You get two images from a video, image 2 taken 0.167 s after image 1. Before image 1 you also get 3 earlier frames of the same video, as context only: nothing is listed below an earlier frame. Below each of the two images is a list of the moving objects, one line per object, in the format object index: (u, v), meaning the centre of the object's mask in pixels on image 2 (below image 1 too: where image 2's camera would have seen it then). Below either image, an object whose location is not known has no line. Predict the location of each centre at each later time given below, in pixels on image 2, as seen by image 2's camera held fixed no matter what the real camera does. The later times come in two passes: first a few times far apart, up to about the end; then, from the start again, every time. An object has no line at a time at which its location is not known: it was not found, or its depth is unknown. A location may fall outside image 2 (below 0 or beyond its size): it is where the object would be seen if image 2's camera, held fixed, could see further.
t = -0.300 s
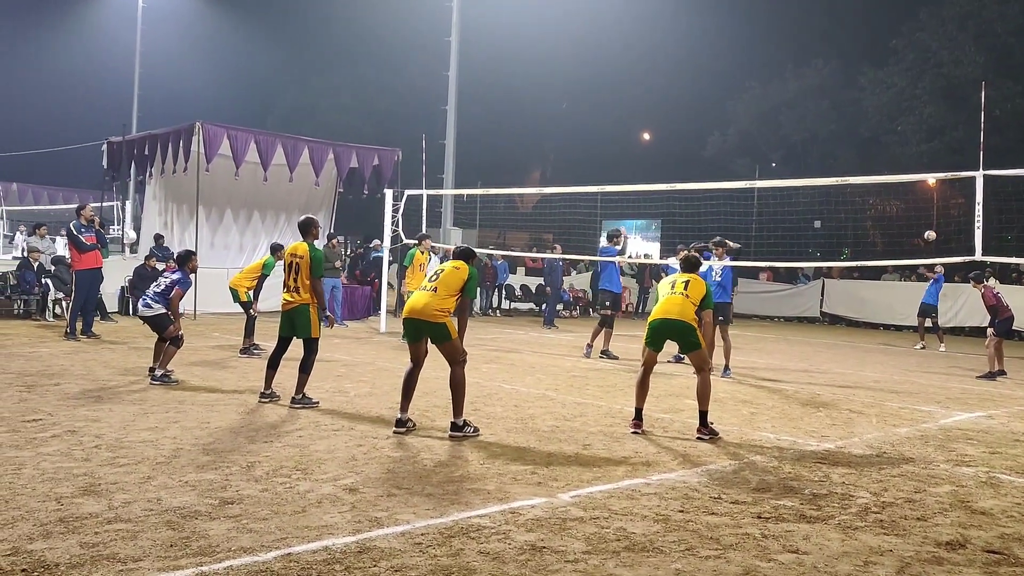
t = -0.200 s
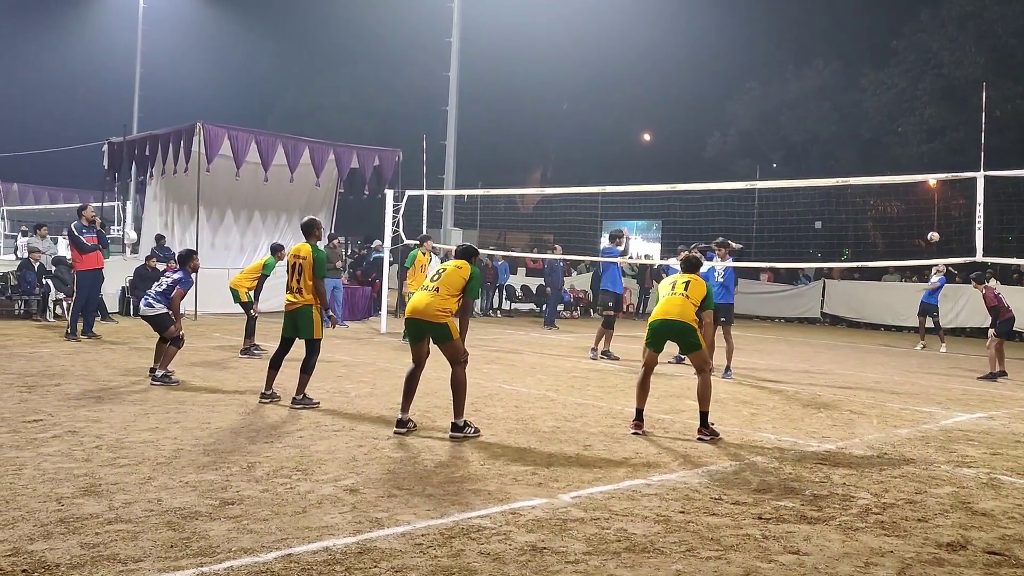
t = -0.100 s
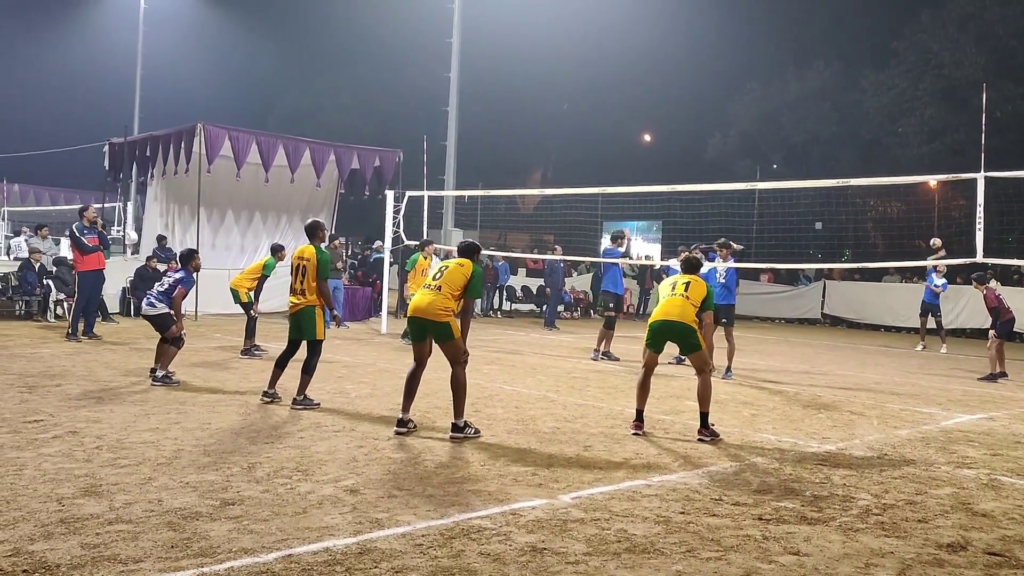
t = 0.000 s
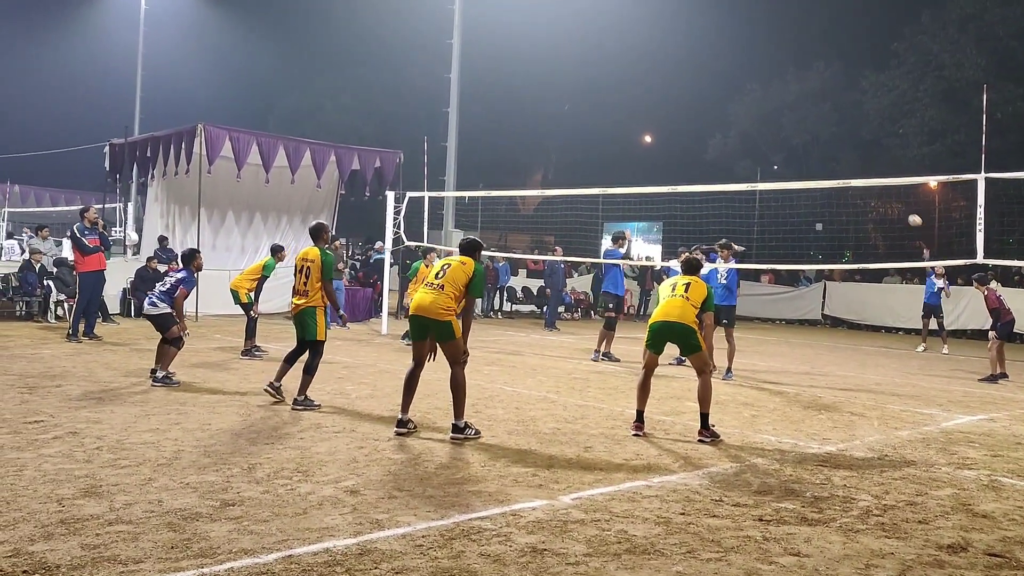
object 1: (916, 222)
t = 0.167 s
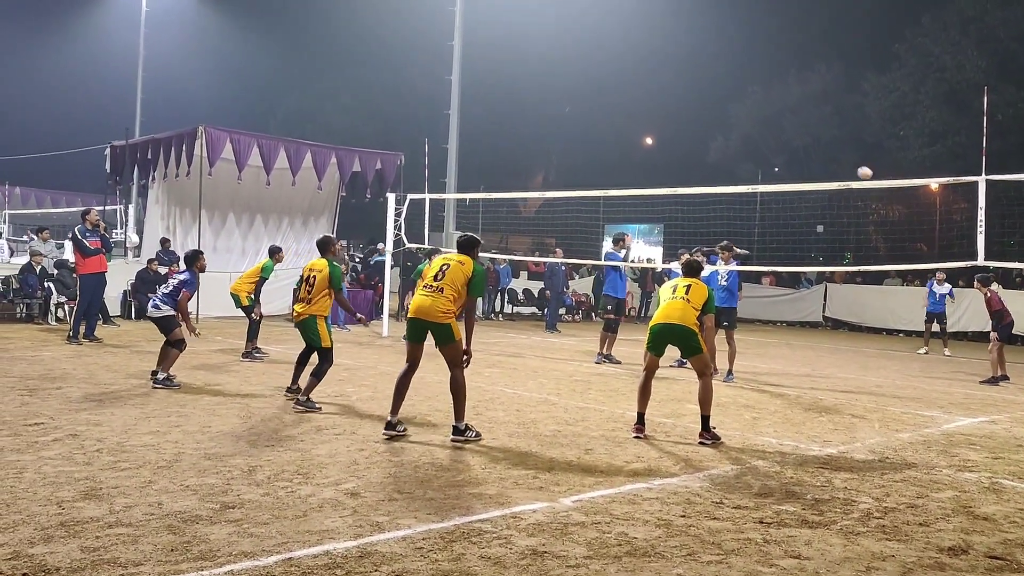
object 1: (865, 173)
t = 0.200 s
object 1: (853, 164)
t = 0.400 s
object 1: (782, 118)
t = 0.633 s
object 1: (683, 89)
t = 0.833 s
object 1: (583, 91)
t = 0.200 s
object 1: (853, 164)
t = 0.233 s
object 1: (842, 155)
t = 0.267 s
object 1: (831, 147)
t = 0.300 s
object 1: (819, 139)
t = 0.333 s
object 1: (807, 132)
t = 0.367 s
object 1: (795, 124)
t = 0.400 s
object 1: (782, 118)
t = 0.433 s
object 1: (769, 112)
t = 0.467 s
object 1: (756, 106)
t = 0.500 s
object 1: (742, 102)
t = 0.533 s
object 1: (728, 97)
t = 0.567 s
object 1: (714, 93)
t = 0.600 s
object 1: (698, 91)
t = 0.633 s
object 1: (683, 89)
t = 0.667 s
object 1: (667, 87)
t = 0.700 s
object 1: (651, 87)
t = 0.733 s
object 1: (634, 87)
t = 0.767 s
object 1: (618, 87)
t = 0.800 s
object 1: (601, 89)
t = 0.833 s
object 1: (583, 91)
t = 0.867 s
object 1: (565, 94)
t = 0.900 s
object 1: (547, 97)
